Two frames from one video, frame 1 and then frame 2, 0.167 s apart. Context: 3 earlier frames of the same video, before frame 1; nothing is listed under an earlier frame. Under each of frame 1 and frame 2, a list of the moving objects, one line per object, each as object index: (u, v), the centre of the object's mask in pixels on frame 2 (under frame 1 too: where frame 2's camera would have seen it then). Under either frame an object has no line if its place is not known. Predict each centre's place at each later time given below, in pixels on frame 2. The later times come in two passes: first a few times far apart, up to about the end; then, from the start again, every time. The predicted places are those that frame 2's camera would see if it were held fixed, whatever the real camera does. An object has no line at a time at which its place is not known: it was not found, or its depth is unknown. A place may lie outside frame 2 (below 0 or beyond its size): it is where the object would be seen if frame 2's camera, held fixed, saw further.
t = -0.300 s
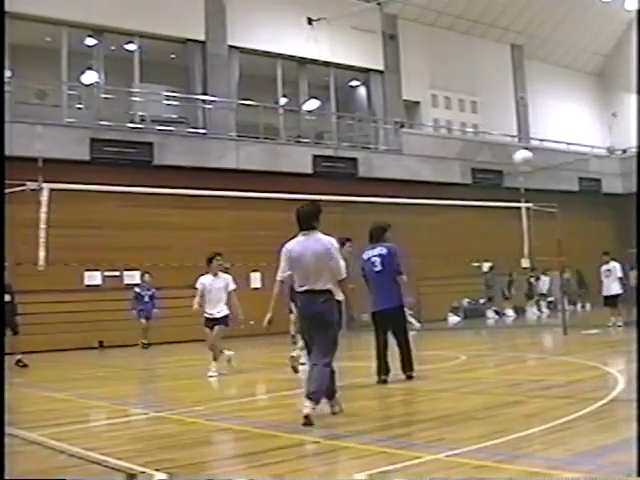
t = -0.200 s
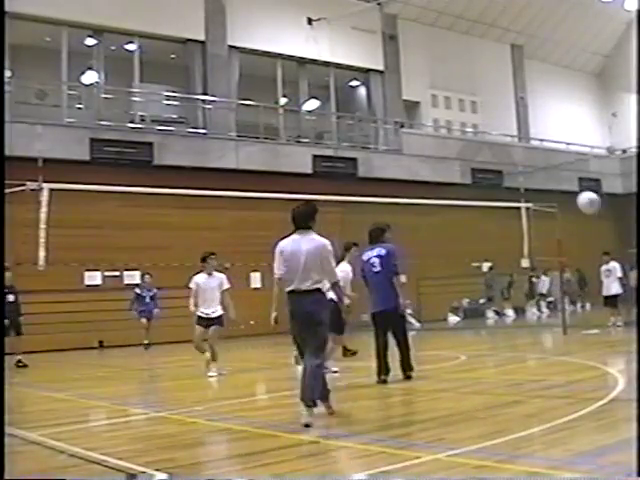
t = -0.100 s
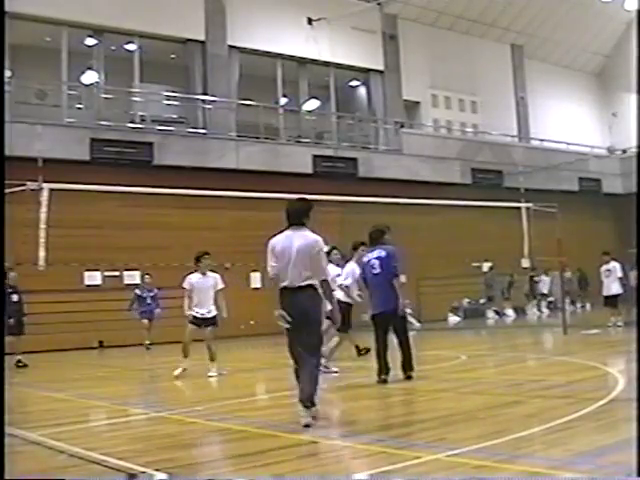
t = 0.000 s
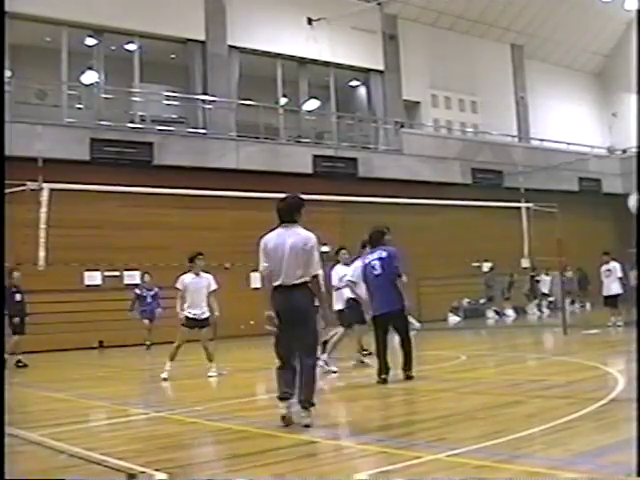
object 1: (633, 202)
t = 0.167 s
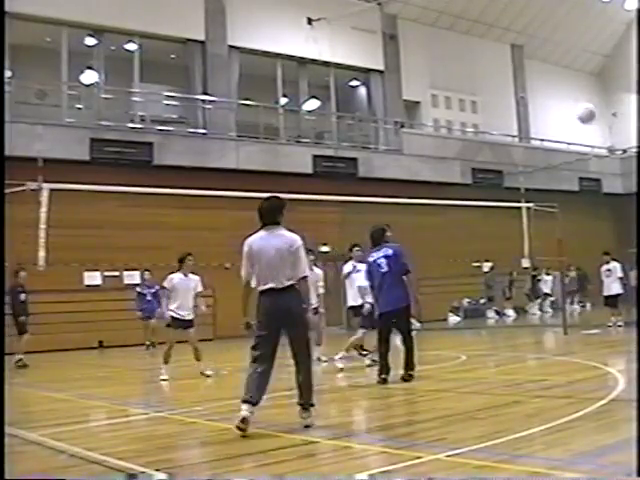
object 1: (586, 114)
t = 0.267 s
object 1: (559, 78)
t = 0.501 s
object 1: (509, 40)
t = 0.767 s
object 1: (465, 54)
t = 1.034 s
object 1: (431, 115)
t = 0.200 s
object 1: (577, 101)
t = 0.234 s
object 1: (567, 89)
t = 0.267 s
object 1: (559, 78)
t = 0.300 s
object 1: (550, 70)
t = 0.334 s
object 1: (542, 61)
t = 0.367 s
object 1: (535, 55)
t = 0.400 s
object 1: (527, 49)
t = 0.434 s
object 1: (520, 46)
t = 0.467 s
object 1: (515, 42)
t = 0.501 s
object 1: (509, 40)
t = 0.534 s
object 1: (501, 39)
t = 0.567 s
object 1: (496, 38)
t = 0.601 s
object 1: (491, 39)
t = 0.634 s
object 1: (485, 40)
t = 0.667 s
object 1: (480, 42)
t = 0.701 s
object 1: (475, 45)
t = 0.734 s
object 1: (470, 49)
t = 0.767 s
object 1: (465, 54)
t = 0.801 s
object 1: (461, 59)
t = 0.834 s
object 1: (456, 65)
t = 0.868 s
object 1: (452, 72)
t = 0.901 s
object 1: (448, 79)
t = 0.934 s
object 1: (443, 88)
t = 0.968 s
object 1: (439, 96)
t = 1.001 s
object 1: (437, 107)
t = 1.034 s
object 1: (431, 115)
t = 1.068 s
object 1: (429, 126)
